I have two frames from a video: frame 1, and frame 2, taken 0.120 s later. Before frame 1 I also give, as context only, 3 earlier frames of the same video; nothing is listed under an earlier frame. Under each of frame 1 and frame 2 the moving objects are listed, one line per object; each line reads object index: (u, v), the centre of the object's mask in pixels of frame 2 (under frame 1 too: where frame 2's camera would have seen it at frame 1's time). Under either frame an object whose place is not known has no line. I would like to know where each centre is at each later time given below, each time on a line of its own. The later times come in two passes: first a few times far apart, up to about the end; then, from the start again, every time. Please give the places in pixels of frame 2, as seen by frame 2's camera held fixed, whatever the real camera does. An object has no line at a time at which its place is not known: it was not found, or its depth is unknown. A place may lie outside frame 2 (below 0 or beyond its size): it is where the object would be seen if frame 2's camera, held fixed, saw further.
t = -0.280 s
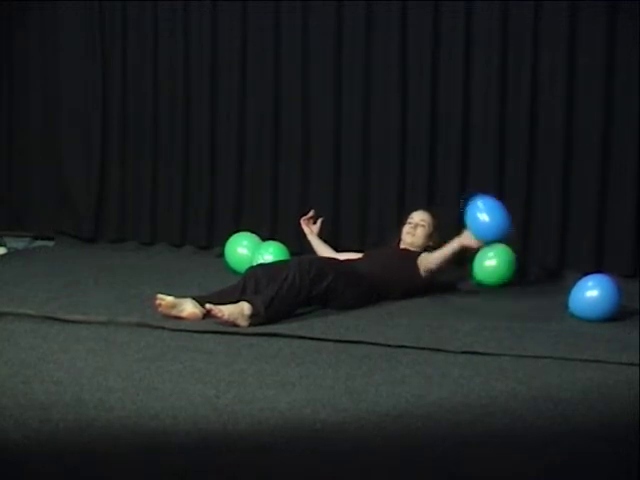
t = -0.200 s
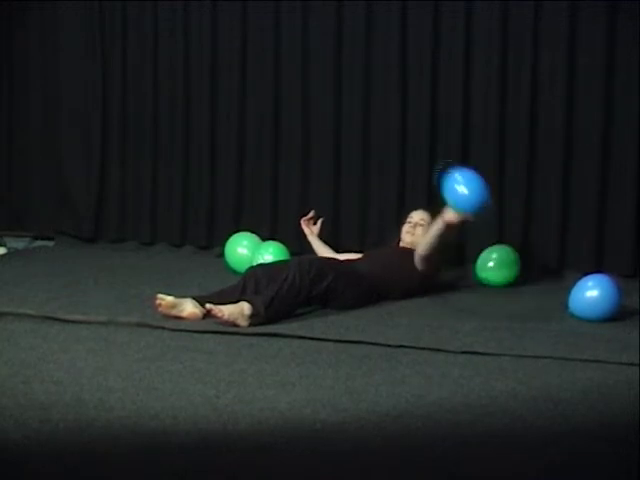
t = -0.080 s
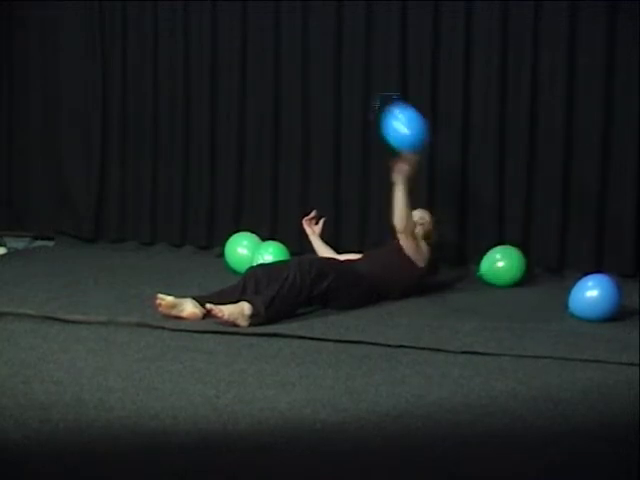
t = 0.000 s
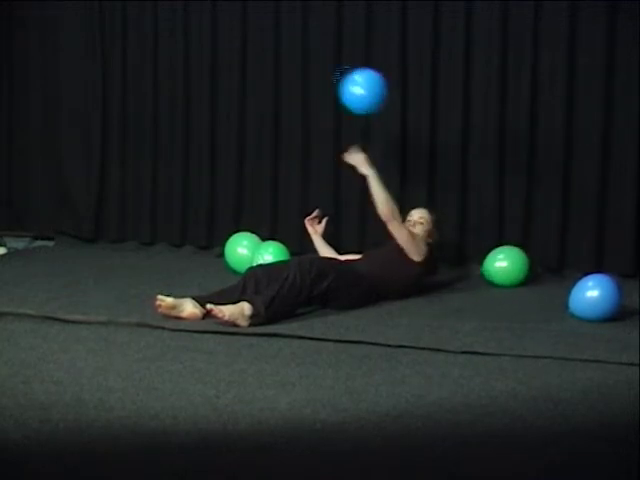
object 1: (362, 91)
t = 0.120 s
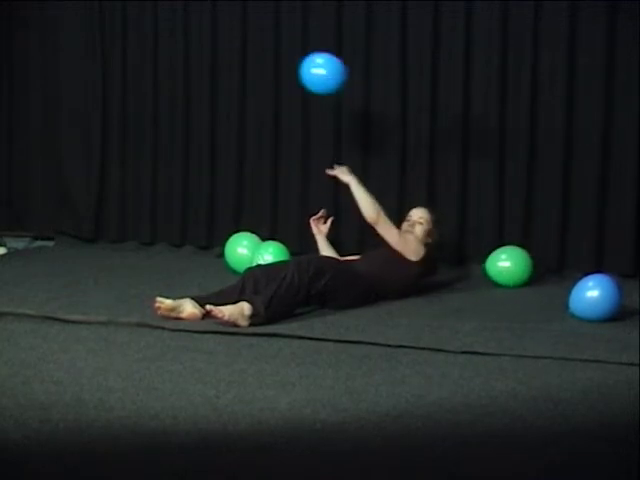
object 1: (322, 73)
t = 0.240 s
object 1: (296, 69)
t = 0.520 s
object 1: (253, 91)
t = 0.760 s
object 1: (226, 131)
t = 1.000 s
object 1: (211, 184)
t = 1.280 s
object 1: (205, 256)
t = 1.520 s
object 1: (207, 230)
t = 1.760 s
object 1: (208, 220)
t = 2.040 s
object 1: (210, 239)
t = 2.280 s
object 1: (198, 248)
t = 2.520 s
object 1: (181, 247)
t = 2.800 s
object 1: (164, 254)
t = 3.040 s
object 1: (150, 258)
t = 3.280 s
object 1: (142, 259)
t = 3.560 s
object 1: (136, 259)
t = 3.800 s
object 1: (135, 259)
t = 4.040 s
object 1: (137, 258)
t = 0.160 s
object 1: (312, 71)
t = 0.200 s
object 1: (303, 69)
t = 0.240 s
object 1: (296, 69)
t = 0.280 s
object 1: (289, 70)
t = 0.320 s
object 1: (282, 72)
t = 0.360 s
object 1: (276, 74)
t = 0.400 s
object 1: (270, 78)
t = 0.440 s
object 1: (264, 82)
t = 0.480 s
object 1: (258, 86)
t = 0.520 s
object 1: (253, 91)
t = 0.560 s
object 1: (247, 97)
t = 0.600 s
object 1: (243, 103)
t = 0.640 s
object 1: (238, 109)
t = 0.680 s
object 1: (234, 116)
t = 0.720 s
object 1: (230, 124)
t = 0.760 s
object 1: (226, 131)
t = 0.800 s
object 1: (222, 139)
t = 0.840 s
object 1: (219, 148)
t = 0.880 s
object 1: (216, 156)
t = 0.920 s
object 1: (214, 165)
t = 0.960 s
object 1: (212, 174)
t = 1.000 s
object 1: (211, 184)
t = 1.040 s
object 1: (209, 193)
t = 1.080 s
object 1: (208, 203)
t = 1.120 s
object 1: (207, 213)
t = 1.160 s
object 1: (207, 224)
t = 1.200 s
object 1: (206, 234)
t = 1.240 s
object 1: (206, 245)
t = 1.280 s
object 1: (205, 256)
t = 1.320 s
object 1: (205, 263)
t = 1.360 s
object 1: (205, 254)
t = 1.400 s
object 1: (205, 247)
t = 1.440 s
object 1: (206, 240)
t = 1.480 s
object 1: (206, 235)
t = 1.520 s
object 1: (207, 230)
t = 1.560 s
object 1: (206, 227)
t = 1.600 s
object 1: (207, 225)
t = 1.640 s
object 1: (207, 222)
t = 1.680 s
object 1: (207, 220)
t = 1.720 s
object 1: (208, 220)
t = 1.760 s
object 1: (208, 220)
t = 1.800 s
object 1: (208, 220)
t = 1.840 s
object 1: (208, 222)
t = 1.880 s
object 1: (208, 224)
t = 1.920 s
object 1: (209, 226)
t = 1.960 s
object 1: (210, 230)
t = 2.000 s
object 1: (210, 234)
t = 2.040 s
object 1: (210, 239)
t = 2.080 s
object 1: (210, 244)
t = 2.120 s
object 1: (209, 249)
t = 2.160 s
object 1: (207, 253)
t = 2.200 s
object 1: (205, 254)
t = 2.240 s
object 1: (201, 251)
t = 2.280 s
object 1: (198, 248)
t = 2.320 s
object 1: (195, 247)
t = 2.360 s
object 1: (193, 246)
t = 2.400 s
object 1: (189, 246)
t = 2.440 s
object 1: (186, 245)
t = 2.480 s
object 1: (184, 246)
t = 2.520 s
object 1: (181, 247)
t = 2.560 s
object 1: (178, 249)
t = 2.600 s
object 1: (176, 252)
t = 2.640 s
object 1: (174, 254)
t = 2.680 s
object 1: (172, 256)
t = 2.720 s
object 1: (169, 255)
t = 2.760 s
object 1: (166, 254)
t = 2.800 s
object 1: (164, 254)
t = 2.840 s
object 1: (161, 253)
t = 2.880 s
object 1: (159, 254)
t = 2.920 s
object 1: (157, 255)
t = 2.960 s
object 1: (154, 257)
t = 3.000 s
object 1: (152, 259)
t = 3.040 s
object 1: (150, 258)
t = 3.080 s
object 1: (149, 257)
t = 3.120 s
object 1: (148, 256)
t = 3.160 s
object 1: (146, 256)
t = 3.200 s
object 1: (145, 257)
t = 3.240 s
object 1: (143, 257)
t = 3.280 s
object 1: (142, 259)
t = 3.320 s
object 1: (141, 259)
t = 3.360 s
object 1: (140, 258)
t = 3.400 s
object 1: (139, 258)
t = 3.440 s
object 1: (138, 257)
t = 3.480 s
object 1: (137, 258)
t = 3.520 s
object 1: (137, 259)
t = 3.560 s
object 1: (136, 259)
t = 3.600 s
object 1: (136, 259)
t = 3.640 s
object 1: (136, 258)
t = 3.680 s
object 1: (136, 259)
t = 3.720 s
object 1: (135, 259)
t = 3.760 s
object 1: (135, 259)
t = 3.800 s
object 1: (135, 259)
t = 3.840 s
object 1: (136, 259)
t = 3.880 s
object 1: (136, 259)
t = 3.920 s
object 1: (136, 259)
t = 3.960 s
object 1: (136, 259)
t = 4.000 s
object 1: (136, 258)
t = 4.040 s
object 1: (137, 258)
